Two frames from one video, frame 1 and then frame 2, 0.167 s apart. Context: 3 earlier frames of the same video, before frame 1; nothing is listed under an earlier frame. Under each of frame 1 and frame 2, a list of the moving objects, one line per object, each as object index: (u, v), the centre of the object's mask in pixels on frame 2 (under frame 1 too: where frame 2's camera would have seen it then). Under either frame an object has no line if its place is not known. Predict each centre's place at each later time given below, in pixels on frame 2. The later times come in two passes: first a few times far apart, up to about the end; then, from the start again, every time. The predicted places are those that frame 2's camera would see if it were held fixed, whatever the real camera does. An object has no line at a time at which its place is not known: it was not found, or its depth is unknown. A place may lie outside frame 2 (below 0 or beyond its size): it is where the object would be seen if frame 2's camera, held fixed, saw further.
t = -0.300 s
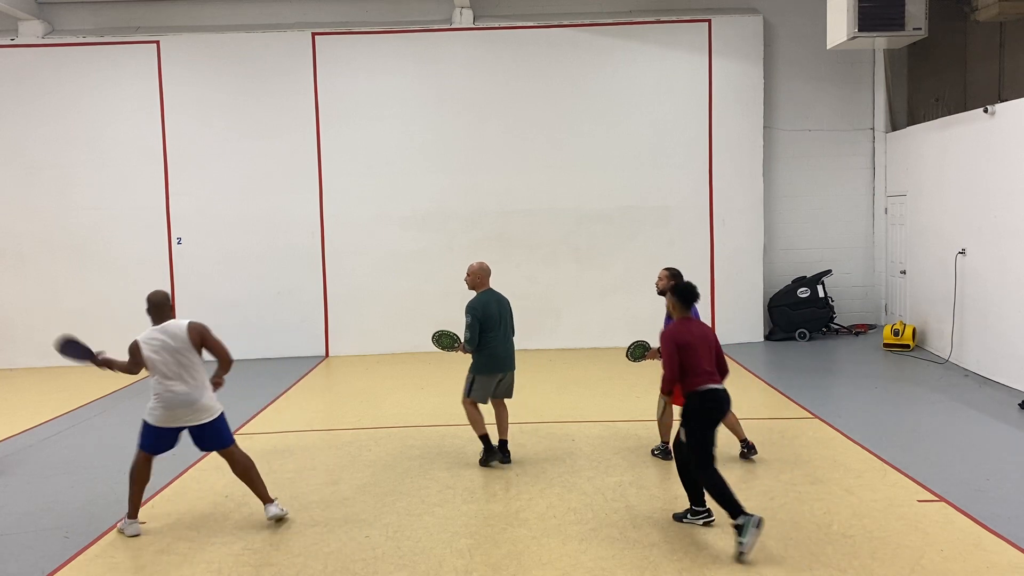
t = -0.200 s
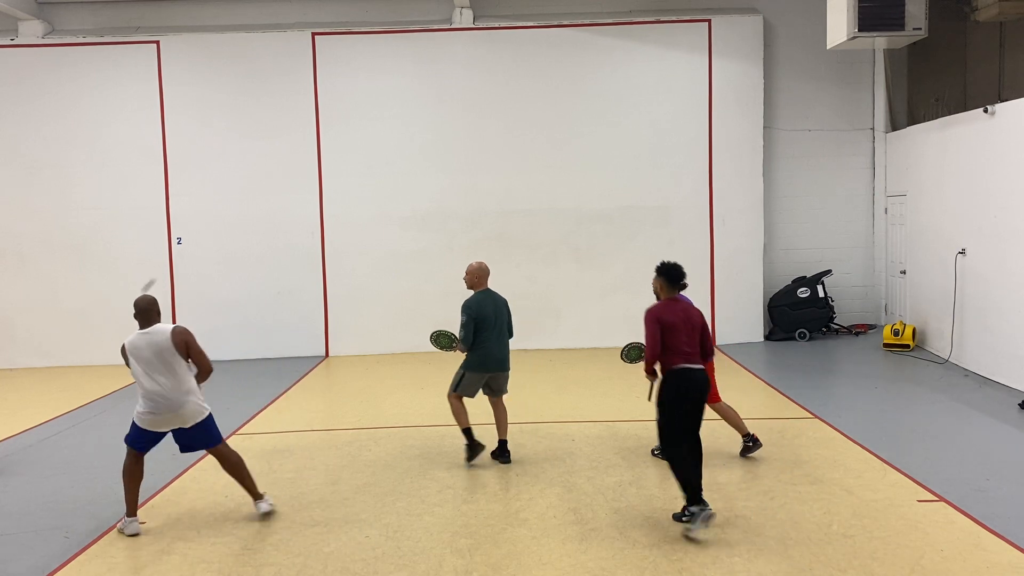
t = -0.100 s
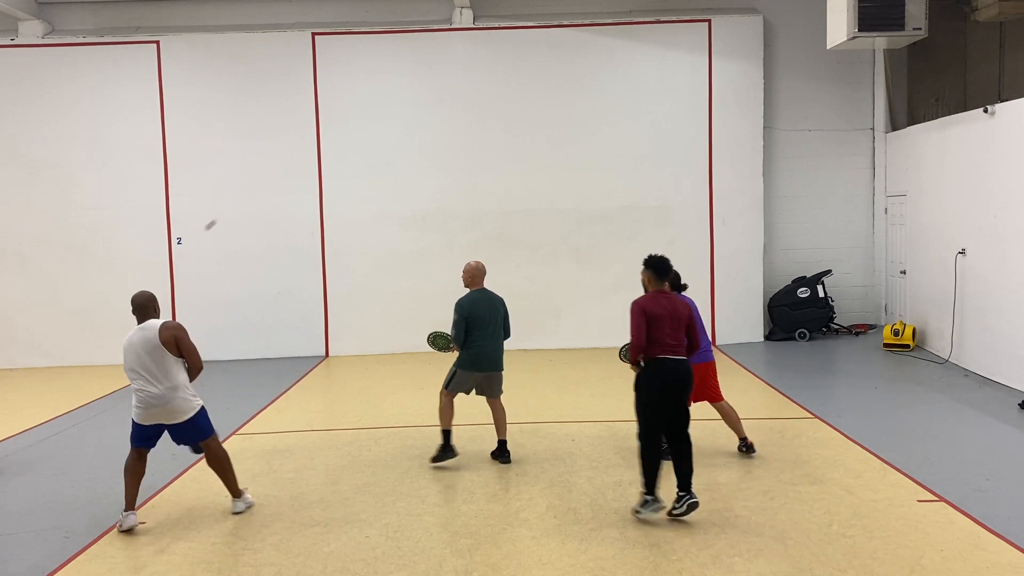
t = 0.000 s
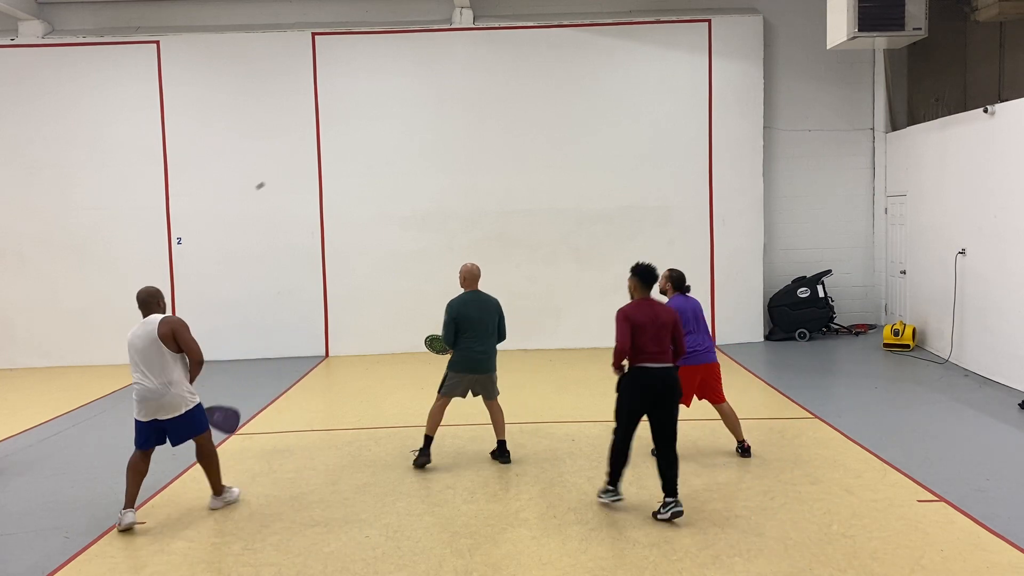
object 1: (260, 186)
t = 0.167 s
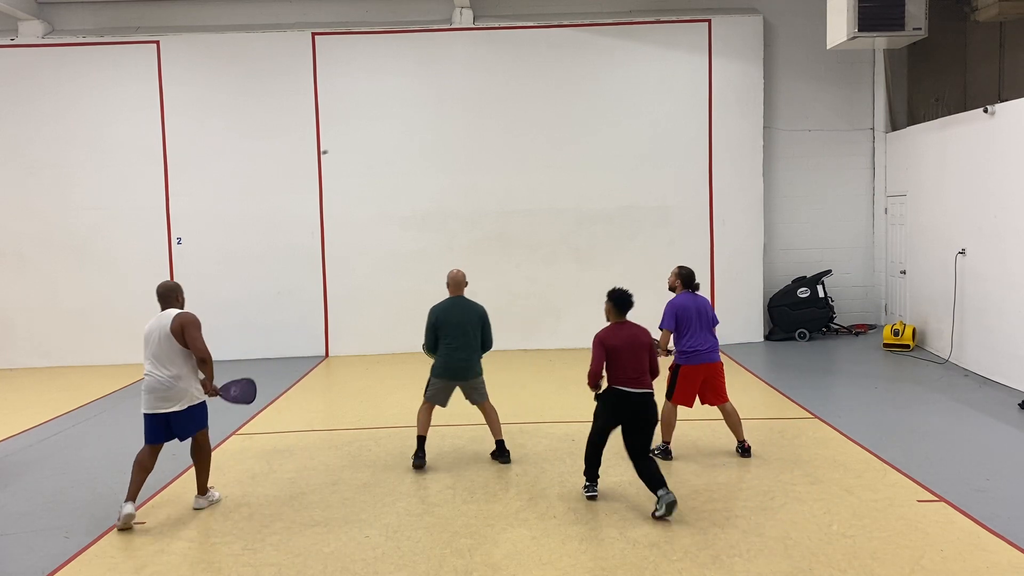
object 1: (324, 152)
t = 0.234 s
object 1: (344, 147)
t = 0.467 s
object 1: (403, 154)
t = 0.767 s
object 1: (418, 226)
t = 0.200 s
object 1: (335, 149)
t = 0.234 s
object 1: (344, 147)
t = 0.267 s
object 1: (354, 146)
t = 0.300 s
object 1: (363, 146)
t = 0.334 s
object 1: (372, 146)
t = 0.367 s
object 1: (380, 147)
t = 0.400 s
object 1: (388, 149)
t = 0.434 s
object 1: (396, 151)
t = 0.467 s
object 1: (403, 154)
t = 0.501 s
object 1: (410, 158)
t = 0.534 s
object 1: (416, 162)
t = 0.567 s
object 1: (416, 168)
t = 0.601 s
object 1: (416, 175)
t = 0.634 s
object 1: (416, 183)
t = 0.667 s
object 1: (417, 192)
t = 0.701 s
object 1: (417, 203)
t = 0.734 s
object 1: (417, 214)
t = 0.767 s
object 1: (418, 226)
